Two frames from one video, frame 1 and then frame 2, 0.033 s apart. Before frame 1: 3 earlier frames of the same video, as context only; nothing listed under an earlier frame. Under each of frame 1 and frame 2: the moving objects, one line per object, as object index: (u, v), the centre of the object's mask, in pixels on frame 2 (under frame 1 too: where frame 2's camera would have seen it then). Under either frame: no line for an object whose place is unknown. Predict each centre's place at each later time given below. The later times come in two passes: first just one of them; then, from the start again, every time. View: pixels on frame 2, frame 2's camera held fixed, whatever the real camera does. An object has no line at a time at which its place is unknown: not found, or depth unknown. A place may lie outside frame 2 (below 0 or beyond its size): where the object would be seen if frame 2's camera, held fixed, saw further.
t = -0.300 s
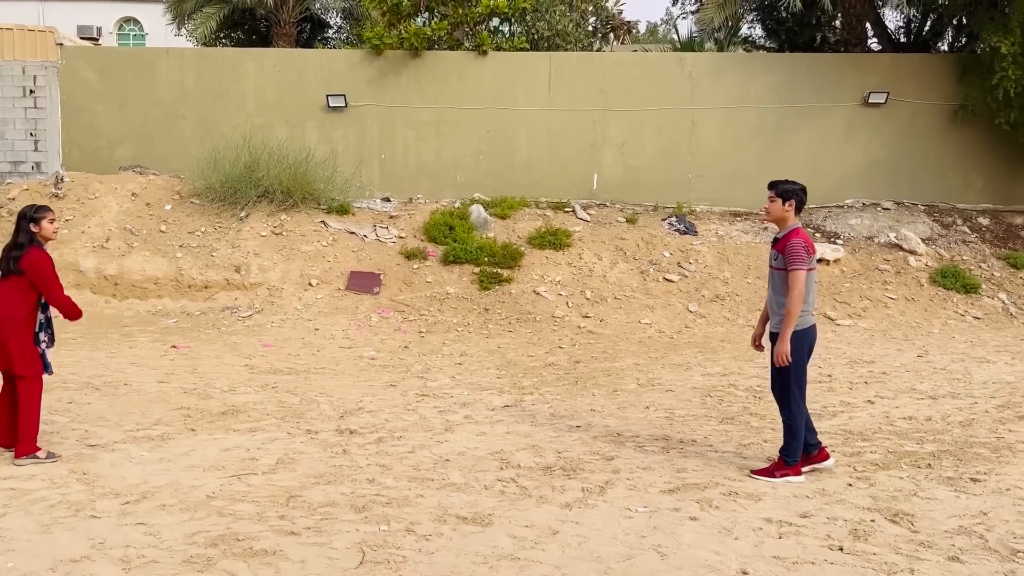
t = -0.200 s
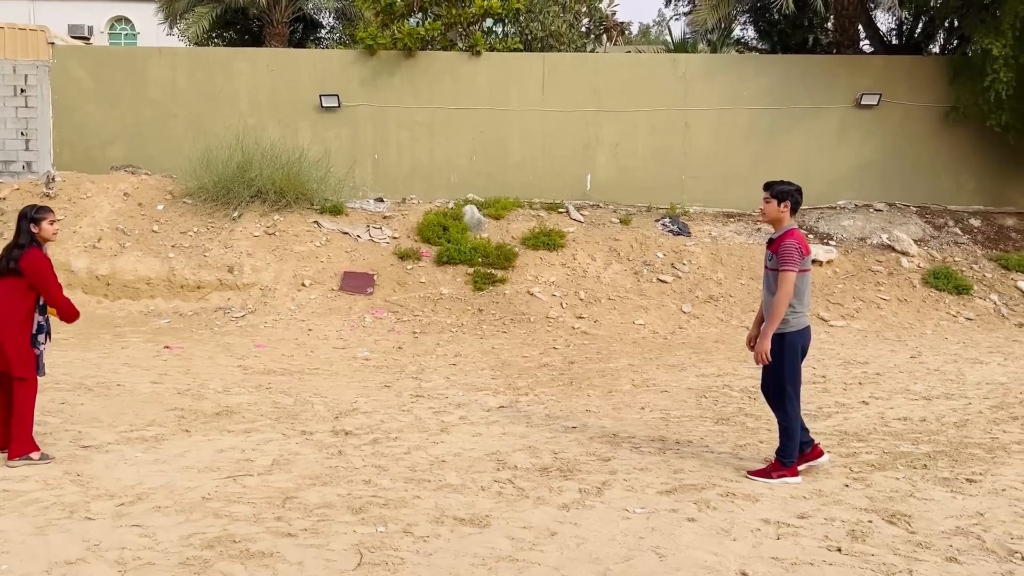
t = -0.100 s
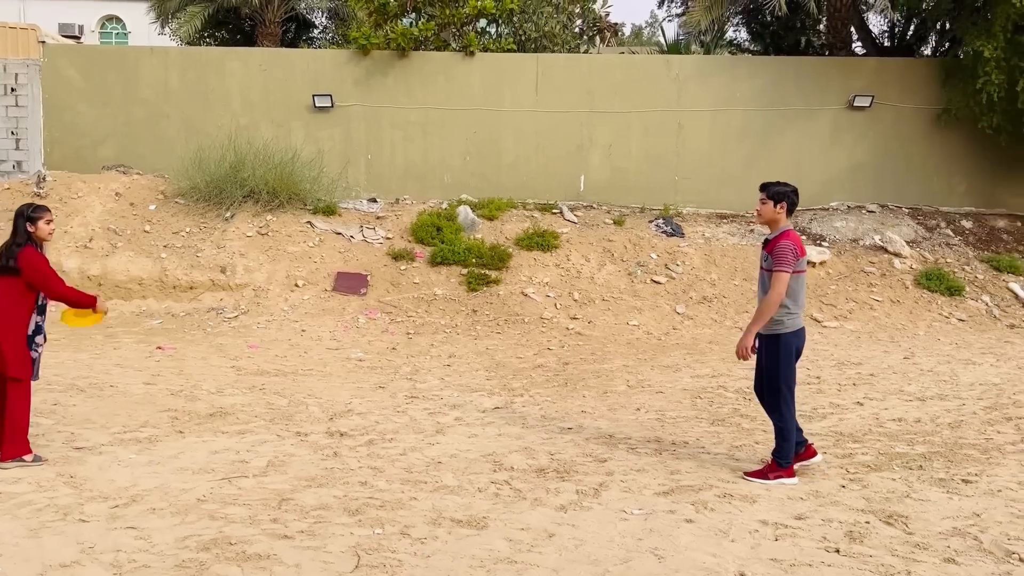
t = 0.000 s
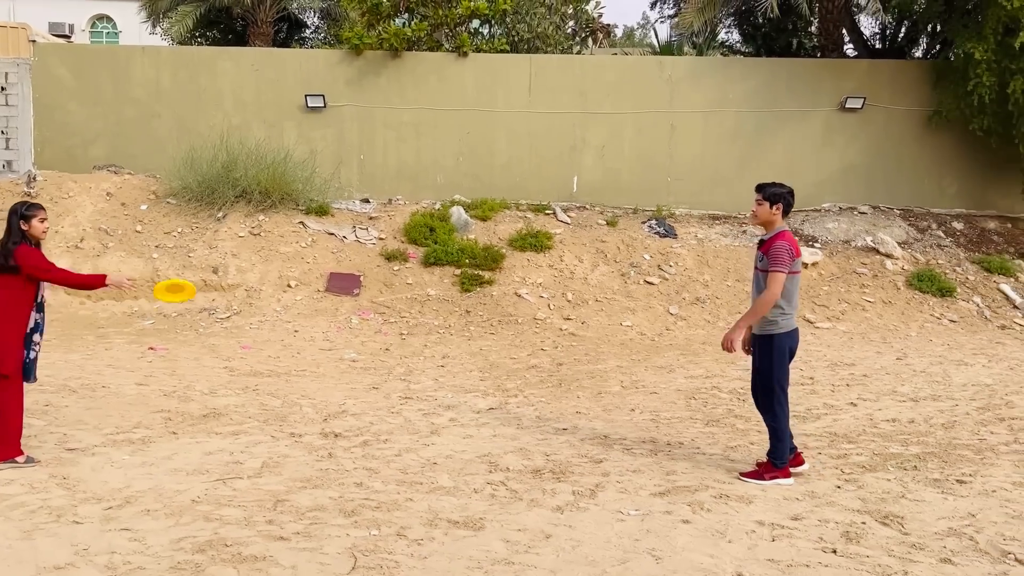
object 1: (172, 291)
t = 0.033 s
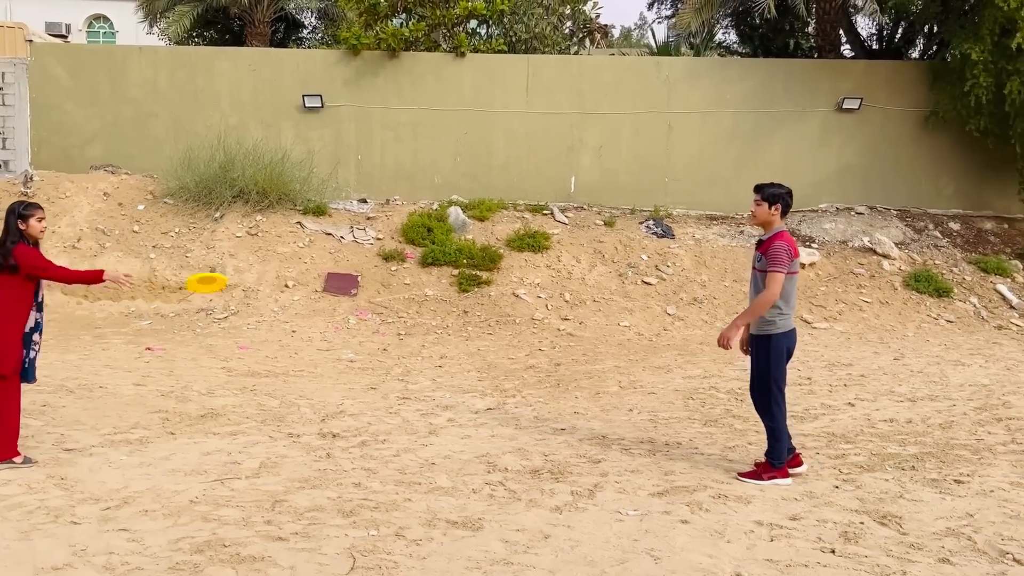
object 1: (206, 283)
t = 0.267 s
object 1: (443, 271)
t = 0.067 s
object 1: (241, 276)
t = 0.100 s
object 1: (275, 271)
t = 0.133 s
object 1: (309, 268)
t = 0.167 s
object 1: (343, 266)
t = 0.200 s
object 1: (377, 266)
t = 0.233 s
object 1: (410, 268)
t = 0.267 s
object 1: (443, 271)
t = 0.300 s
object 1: (476, 274)
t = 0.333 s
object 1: (508, 280)
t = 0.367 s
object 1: (540, 286)
